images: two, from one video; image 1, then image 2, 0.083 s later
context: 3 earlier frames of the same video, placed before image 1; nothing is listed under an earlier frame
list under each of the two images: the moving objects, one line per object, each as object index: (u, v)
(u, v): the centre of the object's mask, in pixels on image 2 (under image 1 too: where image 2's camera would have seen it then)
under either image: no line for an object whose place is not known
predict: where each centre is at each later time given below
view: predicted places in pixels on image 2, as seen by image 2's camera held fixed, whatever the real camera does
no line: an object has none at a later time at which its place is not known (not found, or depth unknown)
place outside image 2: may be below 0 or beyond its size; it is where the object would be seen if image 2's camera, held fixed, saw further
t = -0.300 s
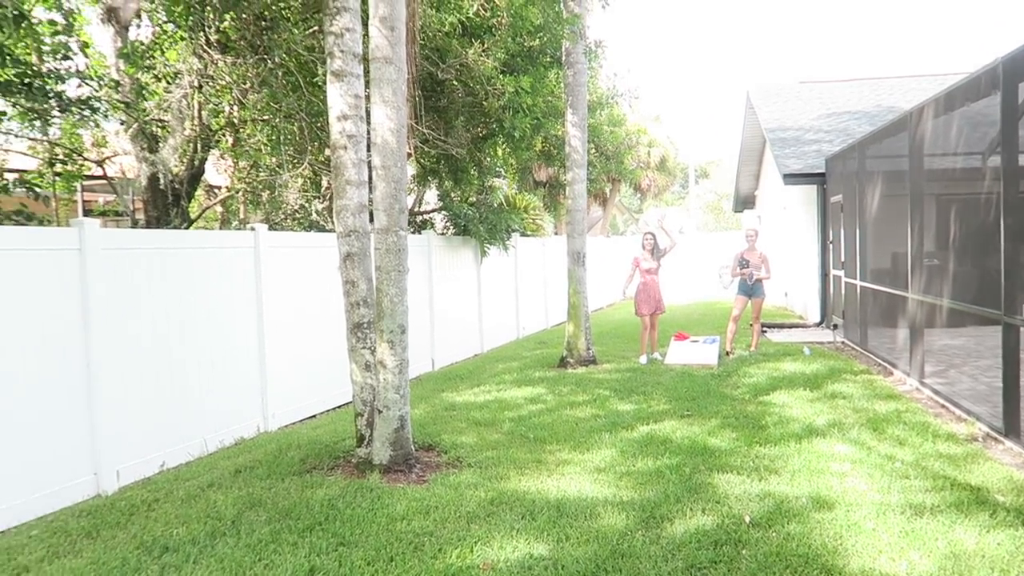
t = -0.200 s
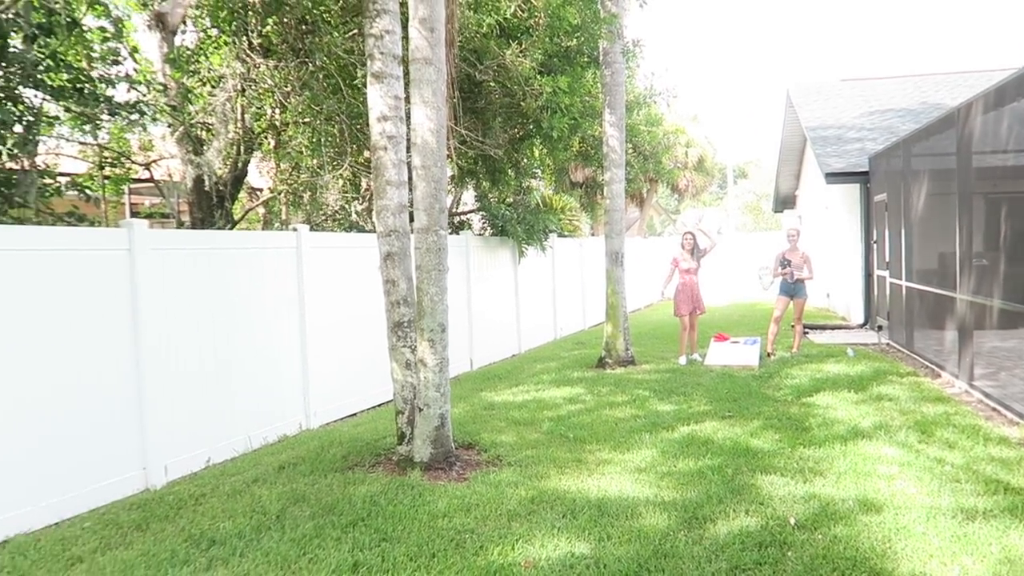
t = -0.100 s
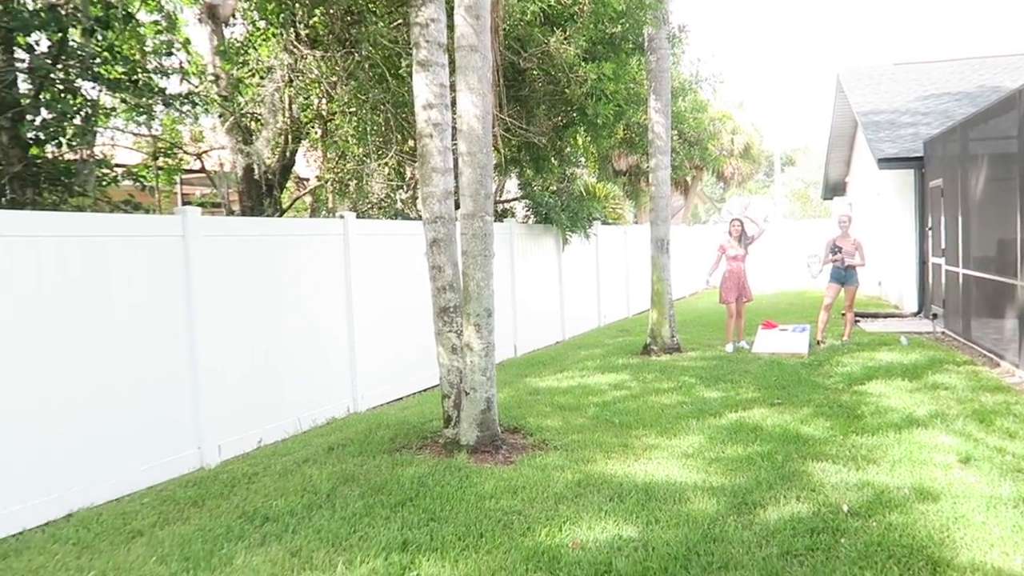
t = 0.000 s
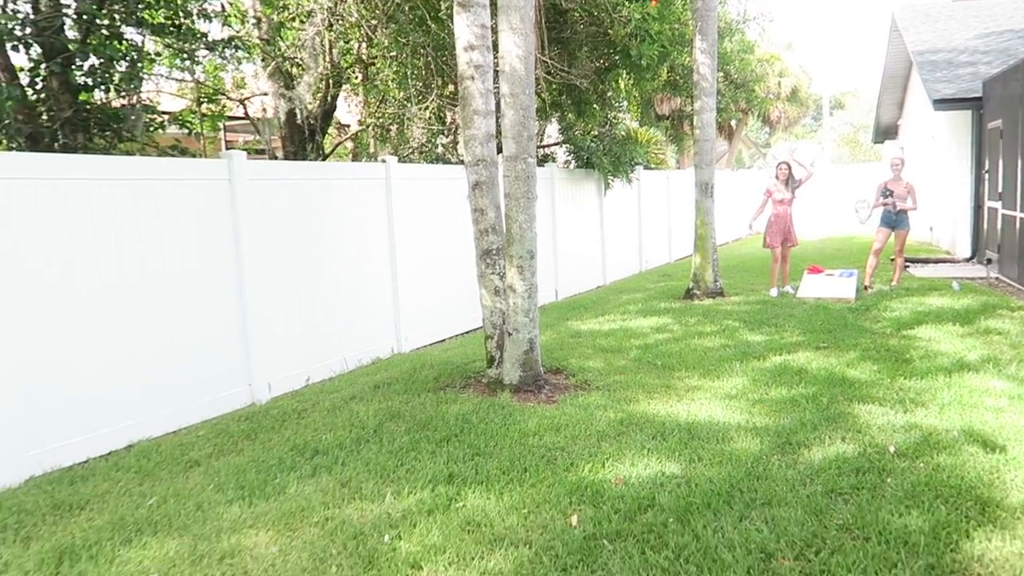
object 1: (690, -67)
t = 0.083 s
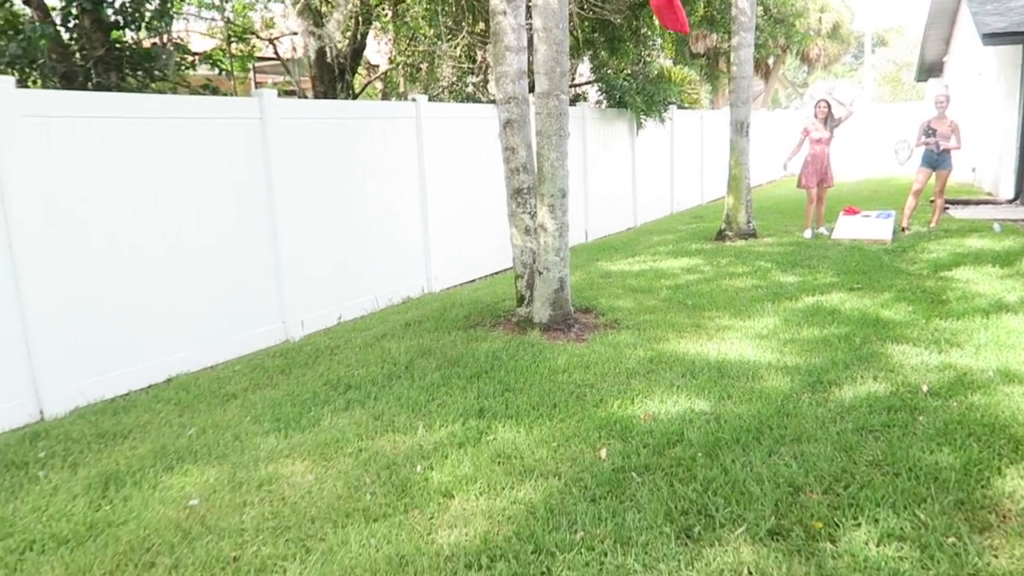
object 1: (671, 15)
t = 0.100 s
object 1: (662, 38)
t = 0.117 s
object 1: (655, 68)
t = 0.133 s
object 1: (649, 100)
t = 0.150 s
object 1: (642, 136)
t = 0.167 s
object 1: (635, 179)
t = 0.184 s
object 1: (627, 225)
